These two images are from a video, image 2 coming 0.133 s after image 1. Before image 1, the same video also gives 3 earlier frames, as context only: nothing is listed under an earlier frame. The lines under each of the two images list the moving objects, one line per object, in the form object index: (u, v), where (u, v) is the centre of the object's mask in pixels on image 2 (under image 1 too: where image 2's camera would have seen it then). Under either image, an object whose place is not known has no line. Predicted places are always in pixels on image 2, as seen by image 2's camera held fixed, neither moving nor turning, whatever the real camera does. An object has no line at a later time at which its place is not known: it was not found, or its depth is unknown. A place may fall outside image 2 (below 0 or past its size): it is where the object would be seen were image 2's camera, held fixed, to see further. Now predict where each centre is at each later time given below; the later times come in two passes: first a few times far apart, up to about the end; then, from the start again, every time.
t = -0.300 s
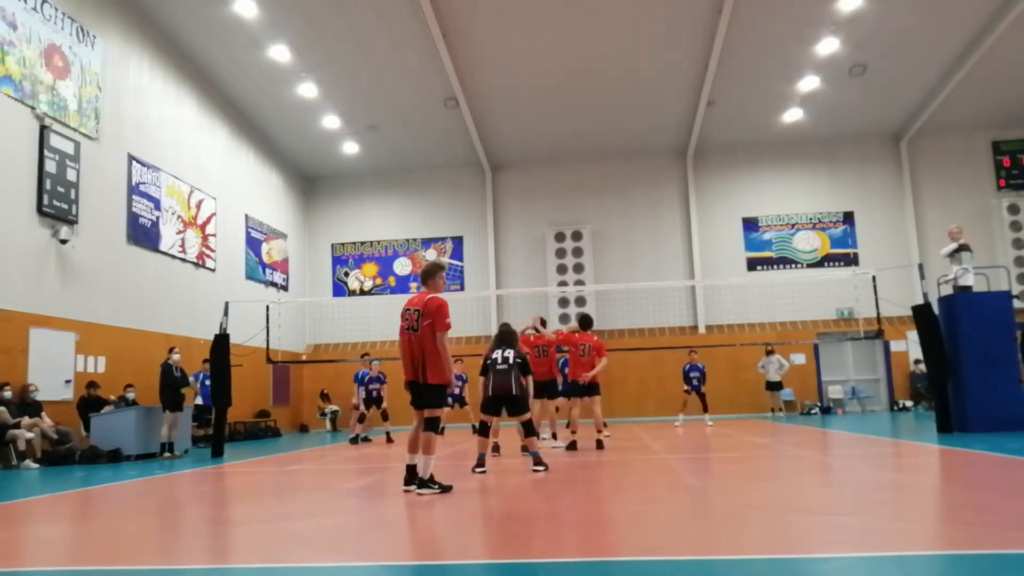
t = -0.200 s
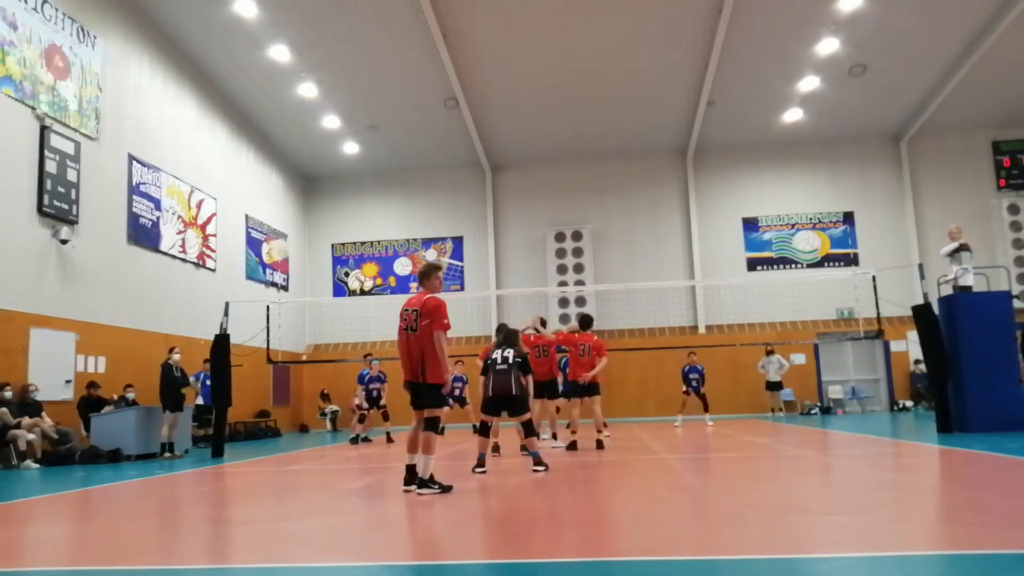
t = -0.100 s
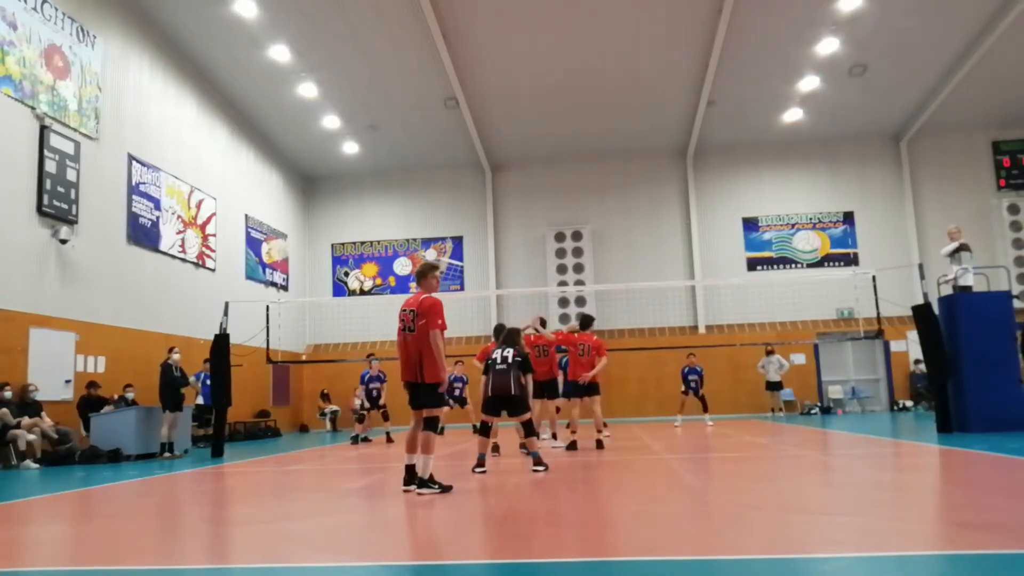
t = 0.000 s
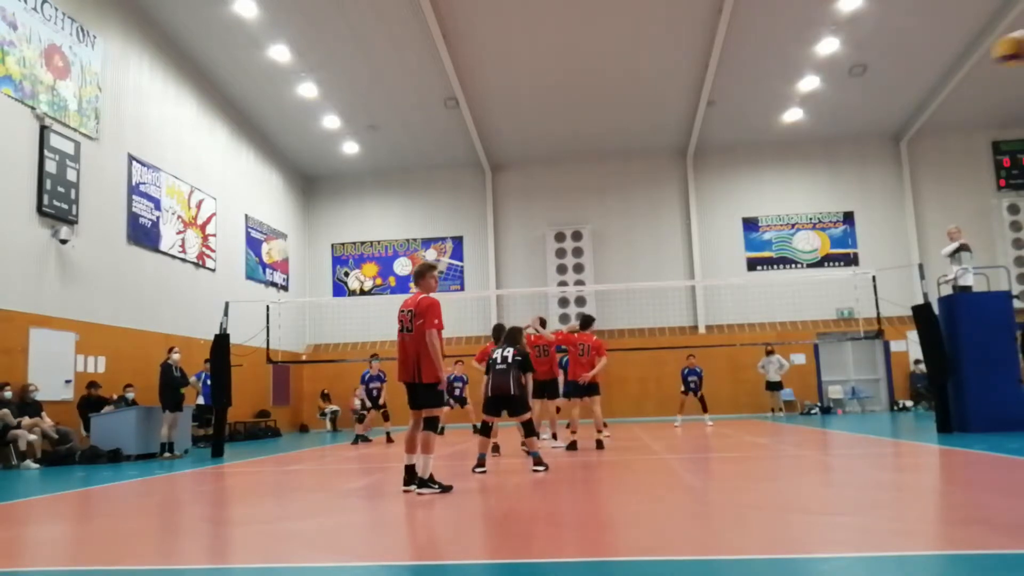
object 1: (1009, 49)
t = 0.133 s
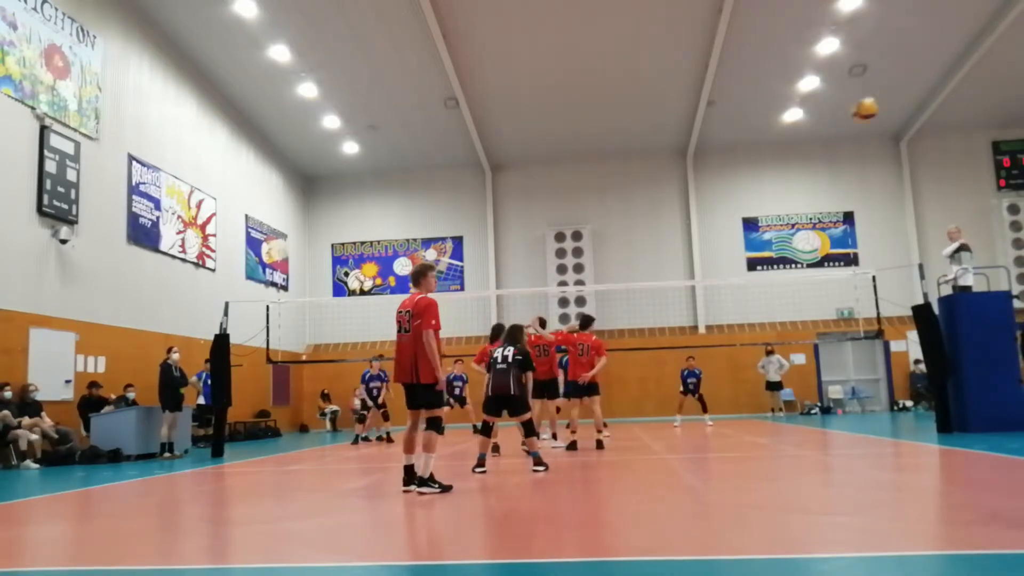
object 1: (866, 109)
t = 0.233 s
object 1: (802, 145)
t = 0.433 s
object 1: (727, 209)
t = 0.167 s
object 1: (841, 122)
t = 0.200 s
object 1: (821, 134)
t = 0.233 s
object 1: (802, 145)
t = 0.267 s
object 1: (786, 156)
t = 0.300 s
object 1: (771, 166)
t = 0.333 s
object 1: (759, 178)
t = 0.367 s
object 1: (747, 188)
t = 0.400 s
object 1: (736, 199)
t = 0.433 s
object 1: (727, 209)
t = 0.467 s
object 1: (719, 219)
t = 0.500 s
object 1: (711, 230)
